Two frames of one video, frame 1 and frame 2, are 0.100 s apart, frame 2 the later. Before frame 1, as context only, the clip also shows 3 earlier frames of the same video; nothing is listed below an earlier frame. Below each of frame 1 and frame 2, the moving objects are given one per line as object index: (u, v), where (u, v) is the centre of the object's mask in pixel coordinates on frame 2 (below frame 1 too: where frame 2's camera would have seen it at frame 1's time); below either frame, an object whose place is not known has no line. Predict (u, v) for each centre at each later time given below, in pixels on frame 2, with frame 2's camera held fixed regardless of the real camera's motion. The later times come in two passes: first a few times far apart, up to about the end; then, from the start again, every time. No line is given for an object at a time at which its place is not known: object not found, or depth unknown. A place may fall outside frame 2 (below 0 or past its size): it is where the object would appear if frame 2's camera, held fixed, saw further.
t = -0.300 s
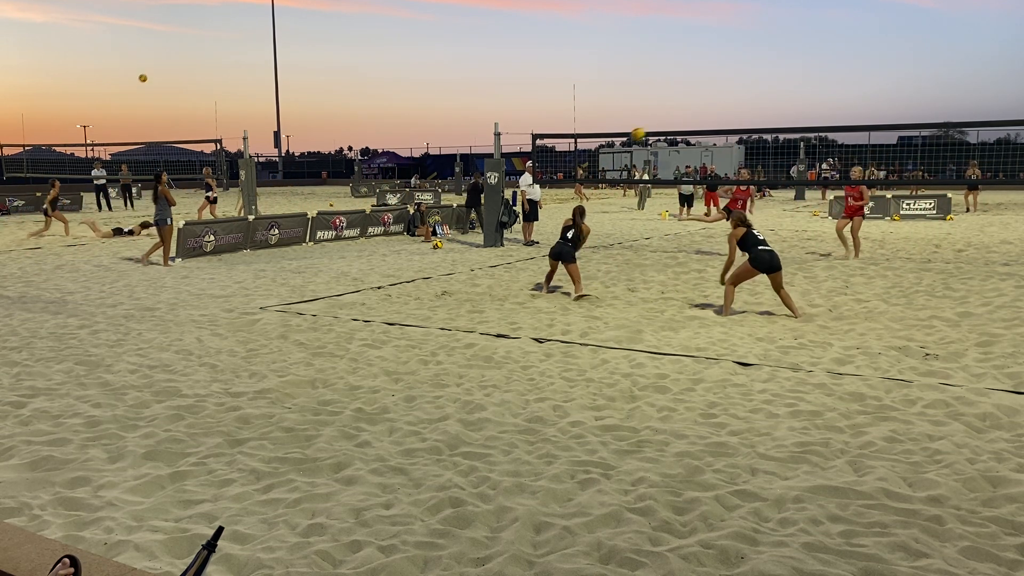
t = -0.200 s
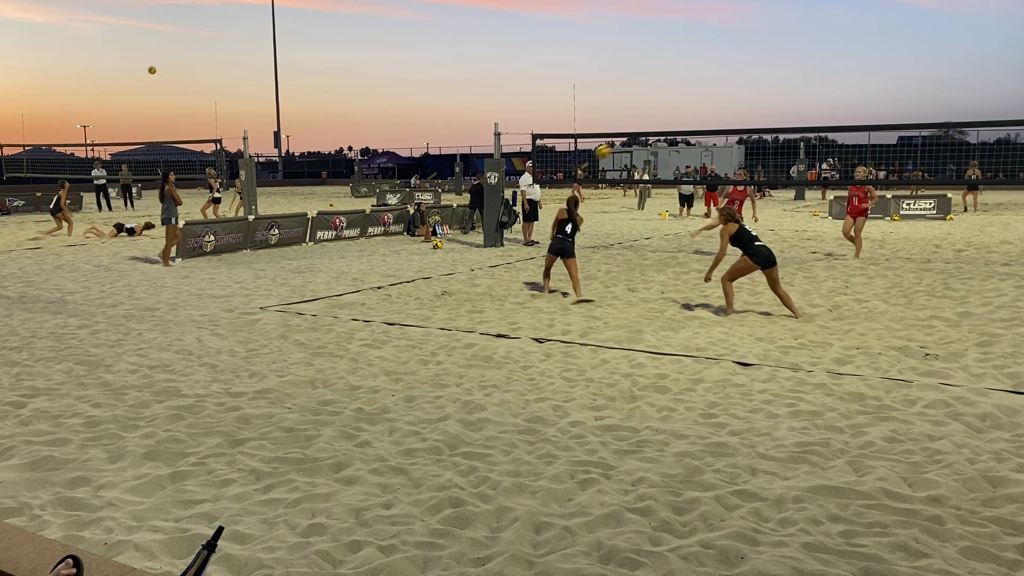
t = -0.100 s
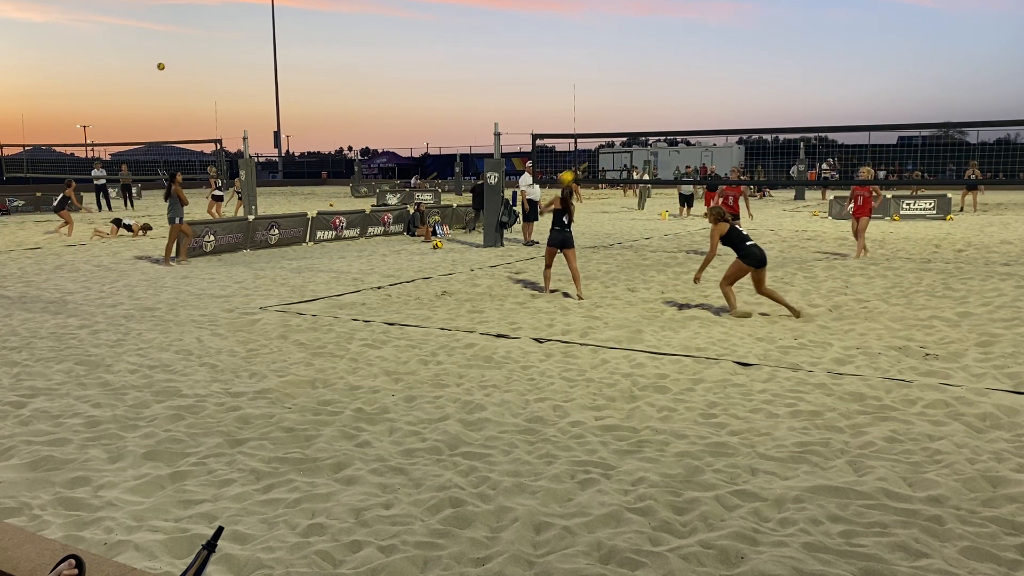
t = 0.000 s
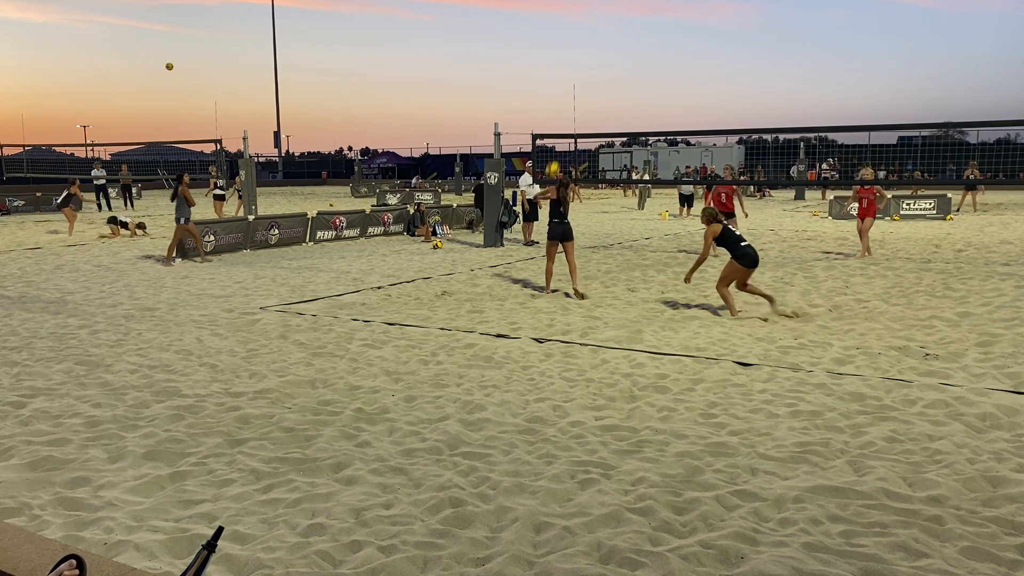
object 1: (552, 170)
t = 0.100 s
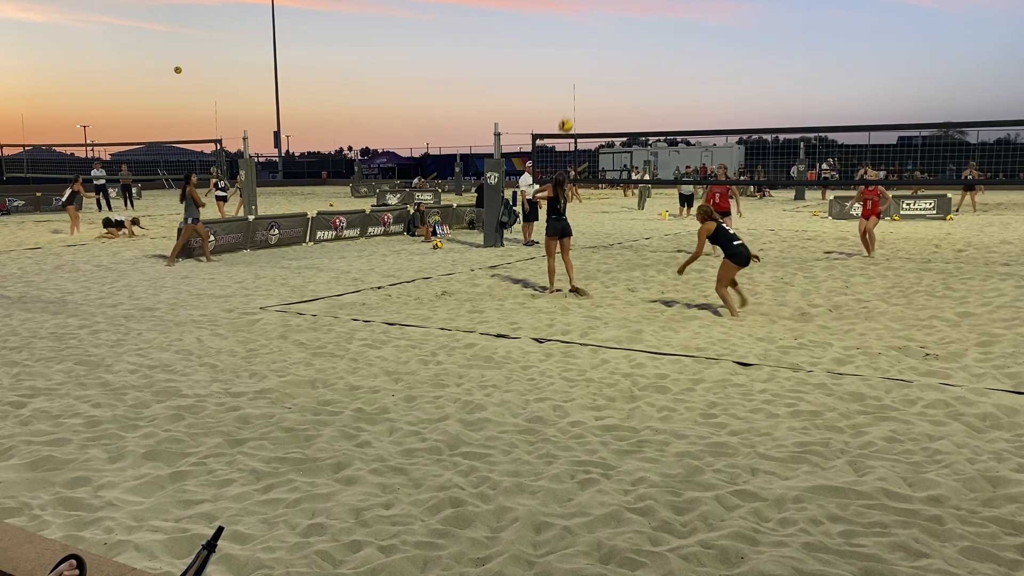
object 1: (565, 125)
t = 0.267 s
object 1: (587, 67)
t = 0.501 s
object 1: (618, 19)
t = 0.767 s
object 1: (652, 12)
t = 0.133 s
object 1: (570, 112)
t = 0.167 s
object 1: (574, 99)
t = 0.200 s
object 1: (578, 88)
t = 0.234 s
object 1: (583, 77)
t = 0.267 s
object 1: (587, 67)
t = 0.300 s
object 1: (591, 57)
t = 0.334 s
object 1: (596, 49)
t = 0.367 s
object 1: (600, 41)
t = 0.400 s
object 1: (605, 34)
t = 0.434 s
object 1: (609, 28)
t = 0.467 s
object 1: (614, 23)
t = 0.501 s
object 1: (618, 19)
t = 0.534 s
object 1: (622, 15)
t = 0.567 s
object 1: (627, 12)
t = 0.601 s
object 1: (631, 10)
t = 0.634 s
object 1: (635, 9)
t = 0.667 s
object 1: (639, 9)
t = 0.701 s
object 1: (644, 9)
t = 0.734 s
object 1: (648, 10)
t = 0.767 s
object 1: (652, 12)
